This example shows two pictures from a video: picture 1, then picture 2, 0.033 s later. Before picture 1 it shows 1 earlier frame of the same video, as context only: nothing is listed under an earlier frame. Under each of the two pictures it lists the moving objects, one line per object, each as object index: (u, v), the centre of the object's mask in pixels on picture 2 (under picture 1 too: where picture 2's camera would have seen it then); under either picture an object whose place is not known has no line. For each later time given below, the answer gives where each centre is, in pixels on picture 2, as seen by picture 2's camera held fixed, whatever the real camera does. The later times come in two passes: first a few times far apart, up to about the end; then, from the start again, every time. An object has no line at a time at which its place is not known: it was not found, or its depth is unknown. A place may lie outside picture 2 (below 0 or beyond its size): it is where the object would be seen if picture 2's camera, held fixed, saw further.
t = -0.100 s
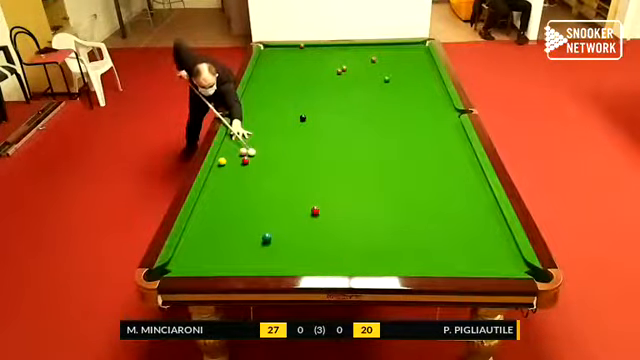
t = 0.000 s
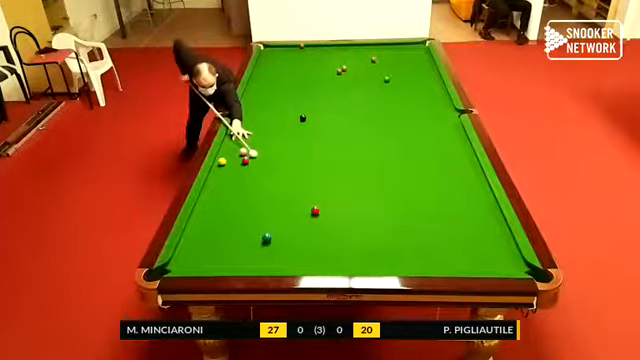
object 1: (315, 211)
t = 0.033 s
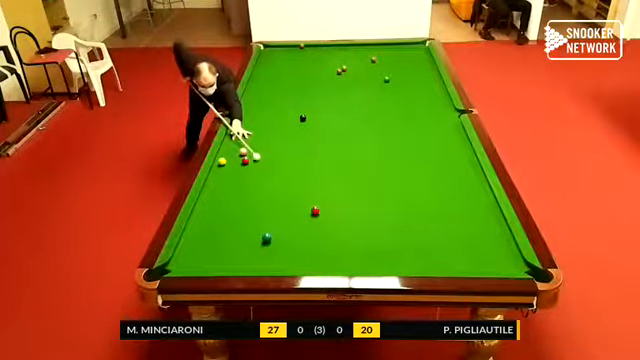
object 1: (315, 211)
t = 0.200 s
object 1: (315, 211)
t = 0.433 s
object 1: (315, 211)
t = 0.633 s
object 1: (323, 213)
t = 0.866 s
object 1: (349, 220)
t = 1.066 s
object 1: (369, 226)
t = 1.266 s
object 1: (389, 232)
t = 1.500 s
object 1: (413, 238)
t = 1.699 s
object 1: (434, 244)
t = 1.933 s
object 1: (458, 251)
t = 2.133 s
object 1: (479, 256)
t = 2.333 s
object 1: (499, 262)
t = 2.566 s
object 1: (520, 265)
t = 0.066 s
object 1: (315, 211)
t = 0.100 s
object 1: (315, 211)
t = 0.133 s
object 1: (315, 211)
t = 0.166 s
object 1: (315, 211)
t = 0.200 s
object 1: (315, 211)
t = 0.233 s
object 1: (315, 211)
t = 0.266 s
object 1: (315, 211)
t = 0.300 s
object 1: (315, 211)
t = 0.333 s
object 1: (315, 211)
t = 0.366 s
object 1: (315, 211)
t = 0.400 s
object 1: (315, 211)
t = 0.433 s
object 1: (315, 211)
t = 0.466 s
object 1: (315, 211)
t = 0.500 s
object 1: (315, 211)
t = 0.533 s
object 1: (315, 211)
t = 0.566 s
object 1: (315, 211)
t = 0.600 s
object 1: (318, 212)
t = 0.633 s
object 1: (323, 213)
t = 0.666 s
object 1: (328, 215)
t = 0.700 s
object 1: (331, 216)
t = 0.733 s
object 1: (335, 217)
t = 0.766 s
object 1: (338, 217)
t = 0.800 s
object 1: (341, 219)
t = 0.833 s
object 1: (345, 219)
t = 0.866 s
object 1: (349, 220)
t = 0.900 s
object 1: (352, 221)
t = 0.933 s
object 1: (355, 222)
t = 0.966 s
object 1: (359, 223)
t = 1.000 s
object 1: (362, 224)
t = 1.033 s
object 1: (366, 225)
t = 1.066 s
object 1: (369, 226)
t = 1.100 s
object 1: (372, 227)
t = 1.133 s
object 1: (375, 227)
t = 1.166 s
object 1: (379, 228)
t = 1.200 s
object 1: (383, 230)
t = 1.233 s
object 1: (386, 231)
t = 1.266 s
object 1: (389, 232)
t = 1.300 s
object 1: (393, 232)
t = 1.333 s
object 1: (397, 233)
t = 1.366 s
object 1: (400, 234)
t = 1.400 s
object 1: (403, 235)
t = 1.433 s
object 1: (407, 236)
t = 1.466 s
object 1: (410, 237)
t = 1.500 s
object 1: (413, 238)
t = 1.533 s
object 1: (417, 239)
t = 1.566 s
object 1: (420, 240)
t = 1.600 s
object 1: (424, 241)
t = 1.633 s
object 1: (427, 242)
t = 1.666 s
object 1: (431, 243)
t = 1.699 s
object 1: (434, 244)
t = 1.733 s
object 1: (437, 244)
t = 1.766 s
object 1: (441, 246)
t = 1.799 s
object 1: (444, 246)
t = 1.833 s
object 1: (448, 248)
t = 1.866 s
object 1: (451, 248)
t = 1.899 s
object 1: (455, 249)
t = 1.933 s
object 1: (458, 251)
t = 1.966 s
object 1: (461, 251)
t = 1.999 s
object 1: (465, 252)
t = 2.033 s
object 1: (468, 253)
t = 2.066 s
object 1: (472, 255)
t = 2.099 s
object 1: (475, 255)
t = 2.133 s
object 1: (479, 256)
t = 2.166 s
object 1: (482, 257)
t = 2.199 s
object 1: (485, 258)
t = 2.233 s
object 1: (489, 259)
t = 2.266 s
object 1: (492, 260)
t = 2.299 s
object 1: (495, 261)
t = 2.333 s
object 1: (499, 262)
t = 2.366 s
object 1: (502, 262)
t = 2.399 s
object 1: (507, 264)
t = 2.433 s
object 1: (510, 264)
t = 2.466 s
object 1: (512, 264)
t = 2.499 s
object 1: (515, 264)
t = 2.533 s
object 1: (515, 264)
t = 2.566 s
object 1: (520, 265)
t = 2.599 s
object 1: (528, 268)
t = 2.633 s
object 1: (529, 269)
